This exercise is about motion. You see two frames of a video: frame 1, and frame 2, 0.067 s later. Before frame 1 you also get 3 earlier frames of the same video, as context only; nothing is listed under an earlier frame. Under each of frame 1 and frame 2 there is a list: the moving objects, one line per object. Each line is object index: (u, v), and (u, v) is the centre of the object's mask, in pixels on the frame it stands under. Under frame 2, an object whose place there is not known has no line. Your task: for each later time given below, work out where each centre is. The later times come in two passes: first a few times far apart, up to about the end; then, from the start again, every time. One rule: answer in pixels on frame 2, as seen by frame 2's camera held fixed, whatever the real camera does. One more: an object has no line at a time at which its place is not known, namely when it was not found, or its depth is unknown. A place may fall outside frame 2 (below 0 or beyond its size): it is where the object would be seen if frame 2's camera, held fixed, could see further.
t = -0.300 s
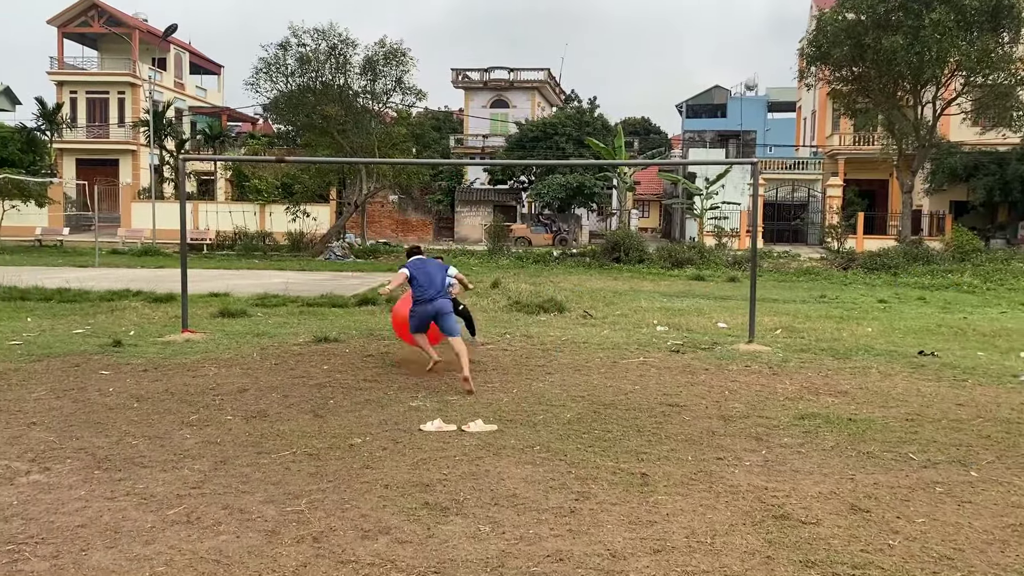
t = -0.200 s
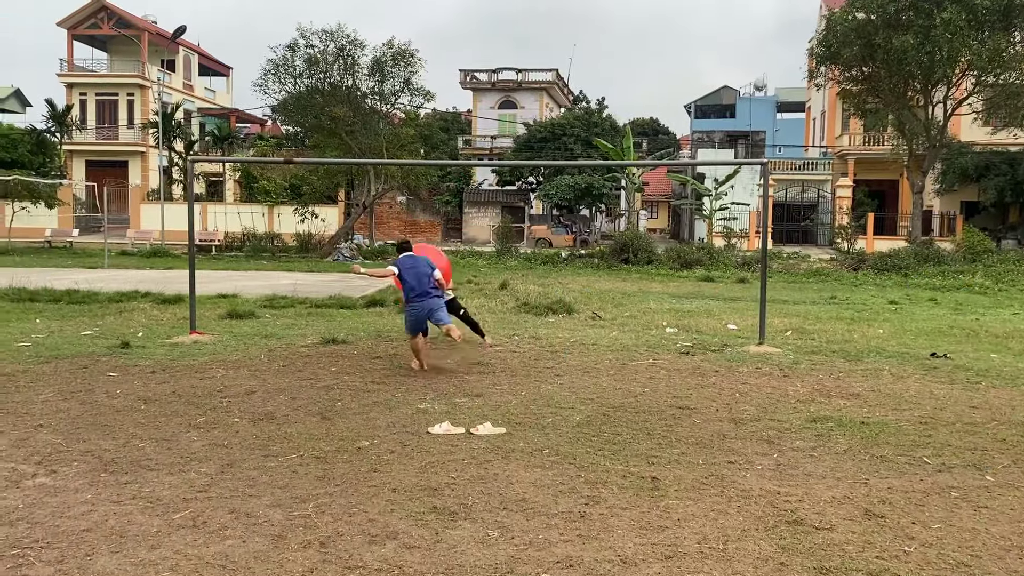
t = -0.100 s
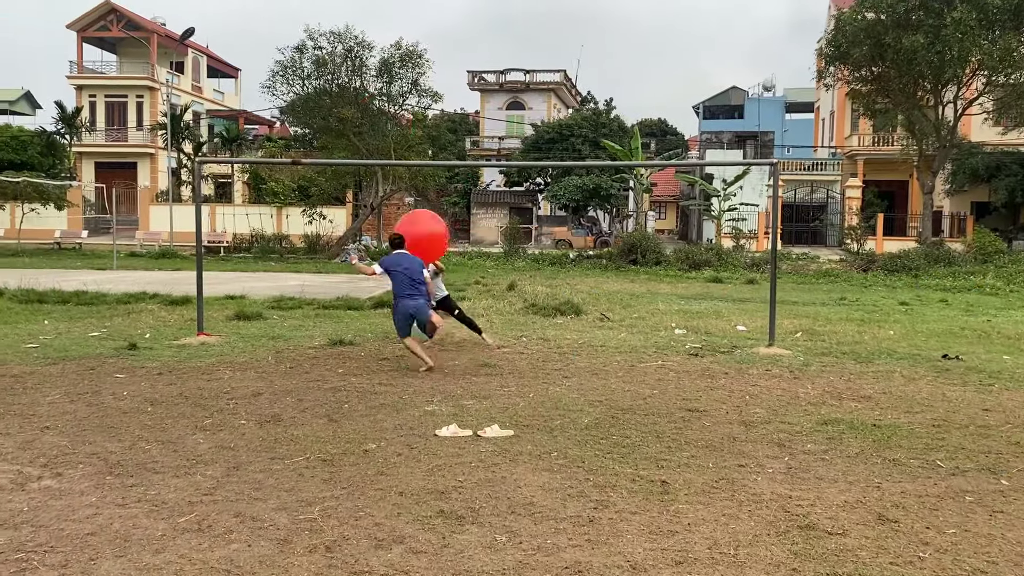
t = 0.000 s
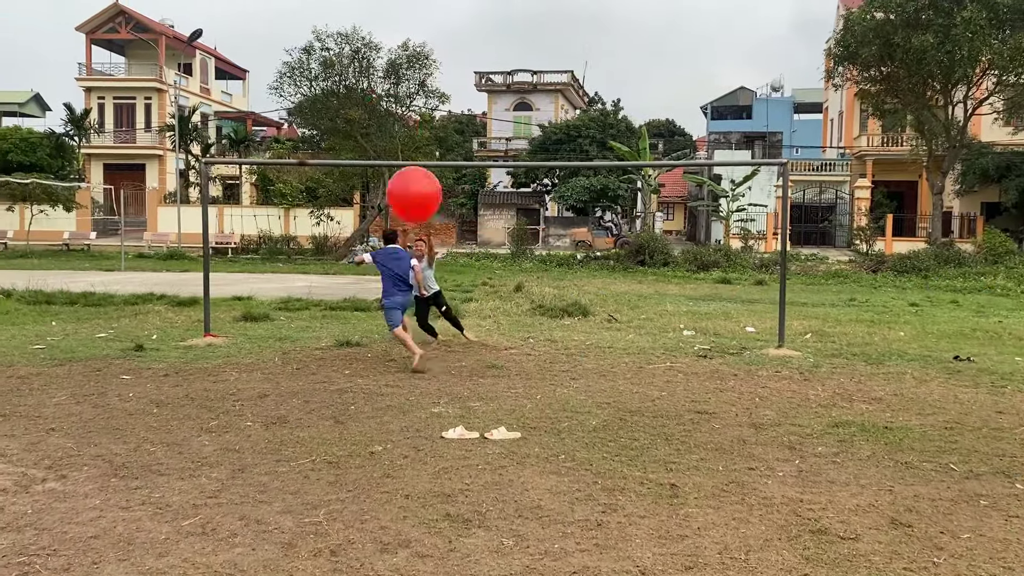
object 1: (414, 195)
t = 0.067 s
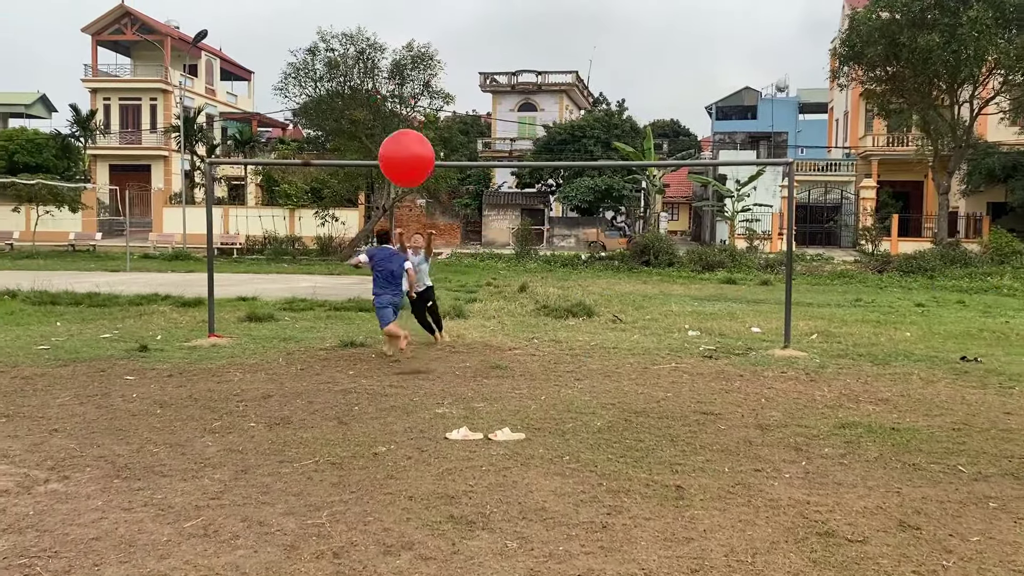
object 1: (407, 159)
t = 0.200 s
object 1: (383, 92)
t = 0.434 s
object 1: (339, 15)
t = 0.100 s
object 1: (401, 141)
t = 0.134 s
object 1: (395, 124)
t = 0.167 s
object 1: (389, 108)
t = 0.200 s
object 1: (383, 92)
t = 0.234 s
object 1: (377, 76)
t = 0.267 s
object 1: (370, 62)
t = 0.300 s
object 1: (364, 49)
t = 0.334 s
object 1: (357, 37)
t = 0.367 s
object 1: (351, 27)
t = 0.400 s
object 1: (345, 20)
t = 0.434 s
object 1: (339, 15)
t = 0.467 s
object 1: (333, 10)
